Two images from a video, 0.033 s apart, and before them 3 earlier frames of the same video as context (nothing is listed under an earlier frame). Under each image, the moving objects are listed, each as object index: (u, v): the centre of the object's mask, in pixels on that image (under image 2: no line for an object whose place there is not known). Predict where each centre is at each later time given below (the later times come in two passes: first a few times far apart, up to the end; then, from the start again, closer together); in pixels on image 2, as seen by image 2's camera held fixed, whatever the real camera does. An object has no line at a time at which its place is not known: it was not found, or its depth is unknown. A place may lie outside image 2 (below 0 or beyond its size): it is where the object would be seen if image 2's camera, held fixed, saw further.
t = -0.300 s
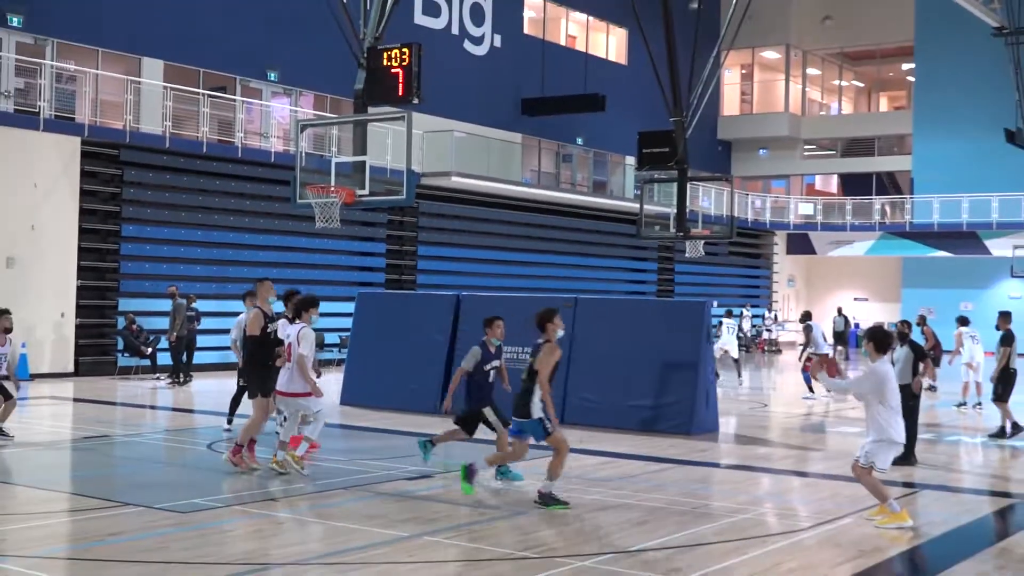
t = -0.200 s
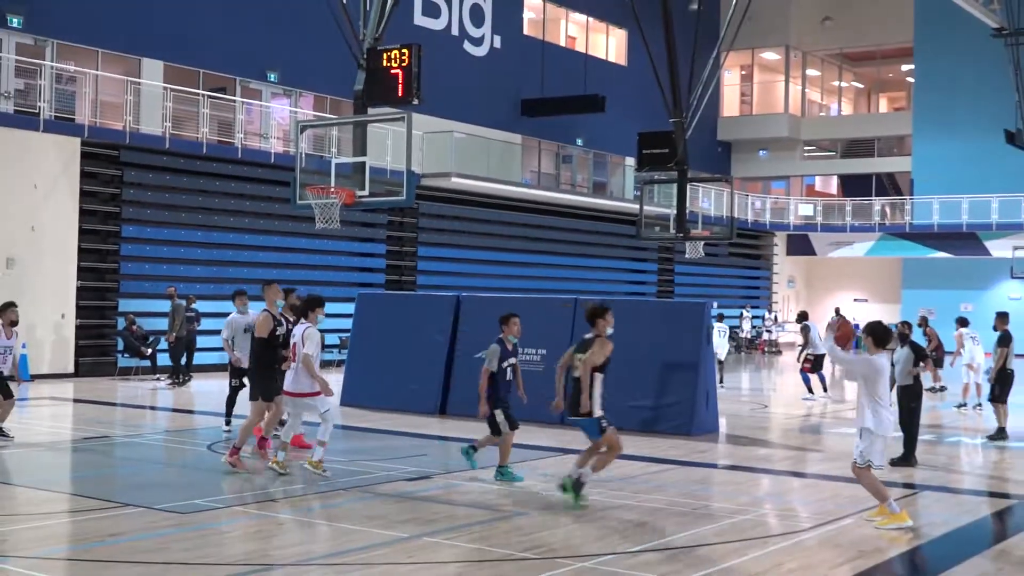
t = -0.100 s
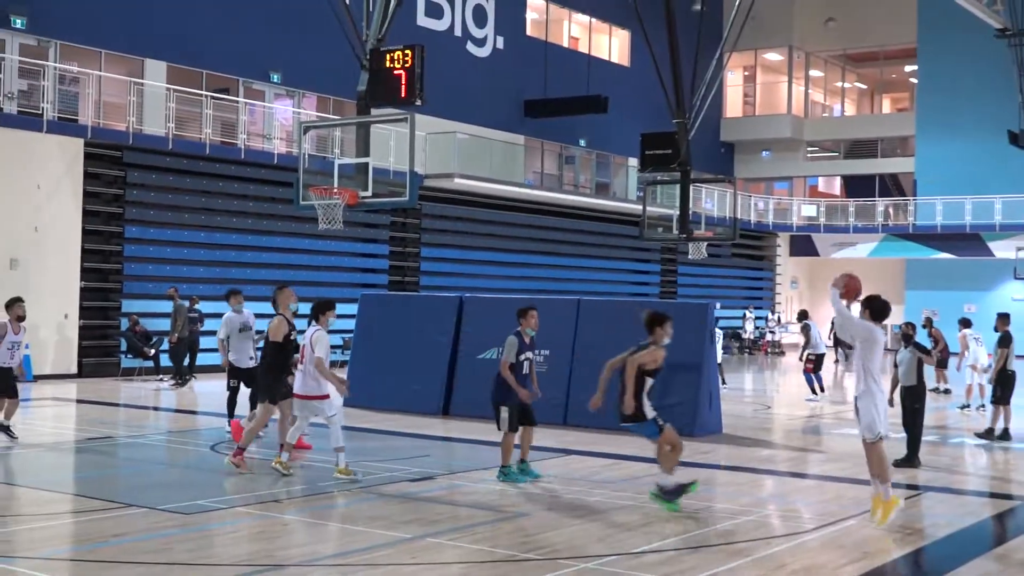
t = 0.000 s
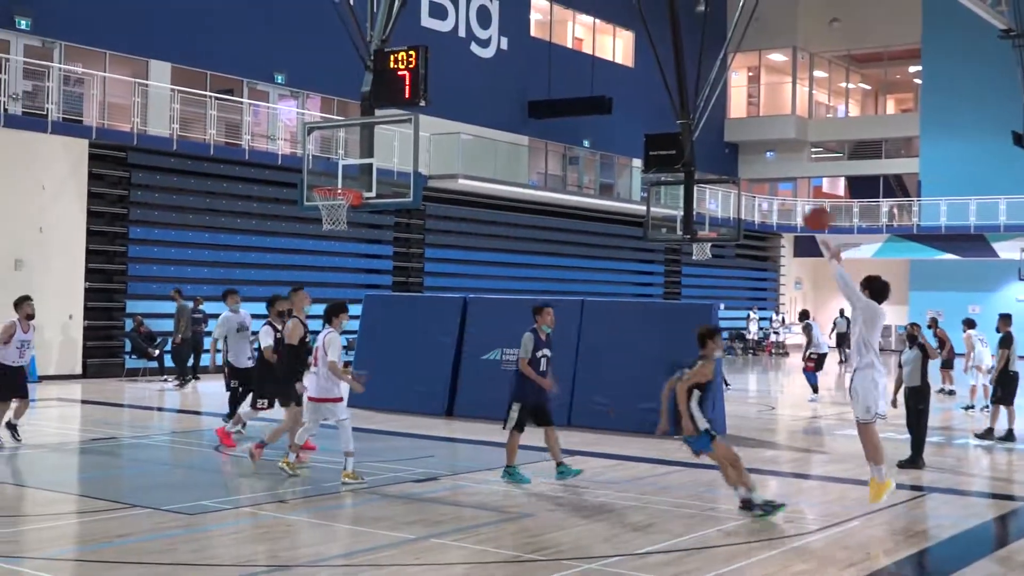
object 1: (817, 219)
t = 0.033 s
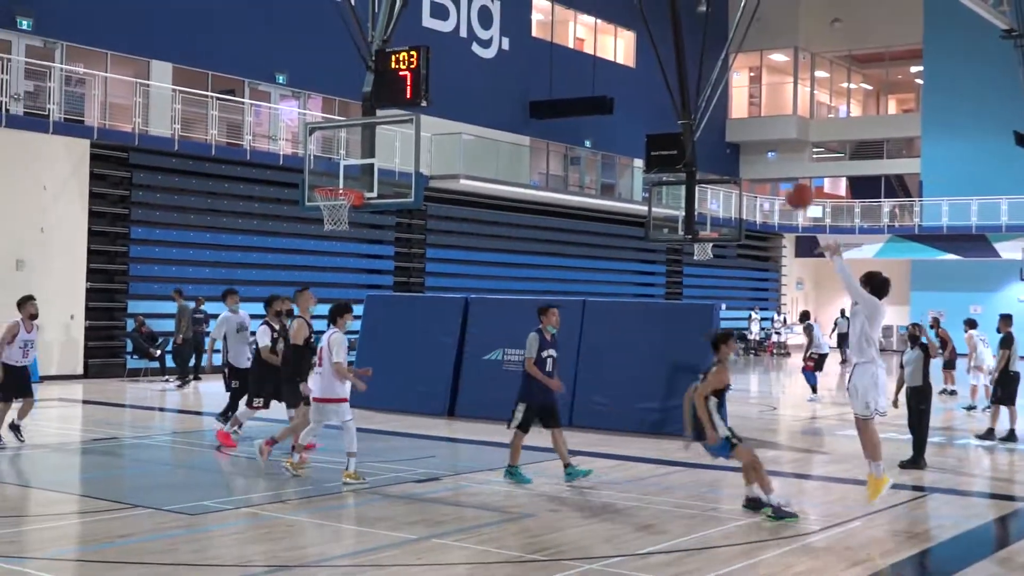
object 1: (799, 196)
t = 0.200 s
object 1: (715, 110)
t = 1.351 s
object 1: (317, 163)
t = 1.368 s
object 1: (314, 162)
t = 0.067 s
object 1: (782, 176)
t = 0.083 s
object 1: (773, 166)
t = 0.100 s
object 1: (764, 157)
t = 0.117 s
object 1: (755, 149)
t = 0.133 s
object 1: (748, 140)
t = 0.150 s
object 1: (740, 131)
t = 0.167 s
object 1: (730, 123)
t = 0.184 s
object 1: (723, 116)
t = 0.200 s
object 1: (715, 110)
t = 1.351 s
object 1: (317, 163)
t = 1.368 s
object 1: (314, 162)
